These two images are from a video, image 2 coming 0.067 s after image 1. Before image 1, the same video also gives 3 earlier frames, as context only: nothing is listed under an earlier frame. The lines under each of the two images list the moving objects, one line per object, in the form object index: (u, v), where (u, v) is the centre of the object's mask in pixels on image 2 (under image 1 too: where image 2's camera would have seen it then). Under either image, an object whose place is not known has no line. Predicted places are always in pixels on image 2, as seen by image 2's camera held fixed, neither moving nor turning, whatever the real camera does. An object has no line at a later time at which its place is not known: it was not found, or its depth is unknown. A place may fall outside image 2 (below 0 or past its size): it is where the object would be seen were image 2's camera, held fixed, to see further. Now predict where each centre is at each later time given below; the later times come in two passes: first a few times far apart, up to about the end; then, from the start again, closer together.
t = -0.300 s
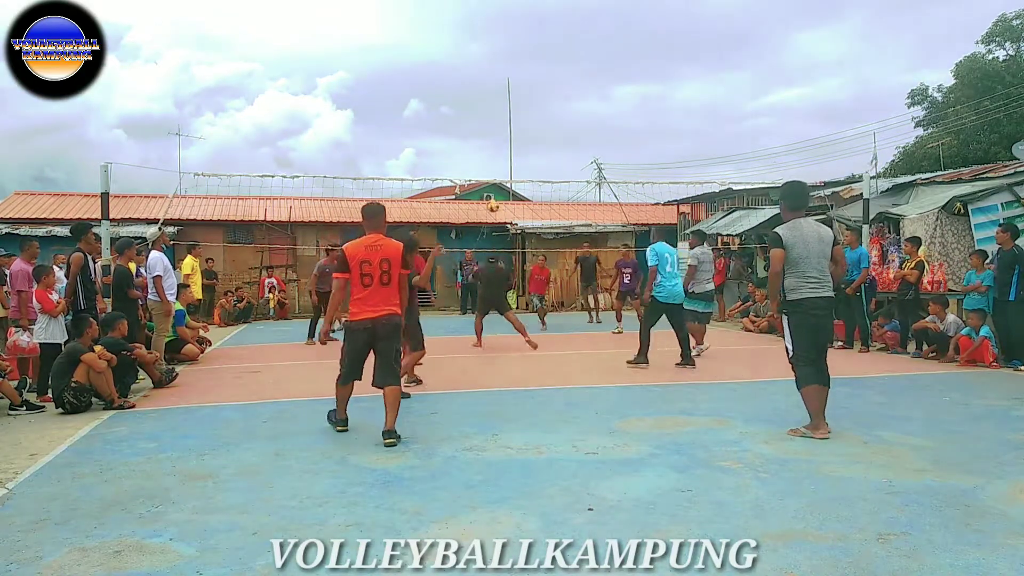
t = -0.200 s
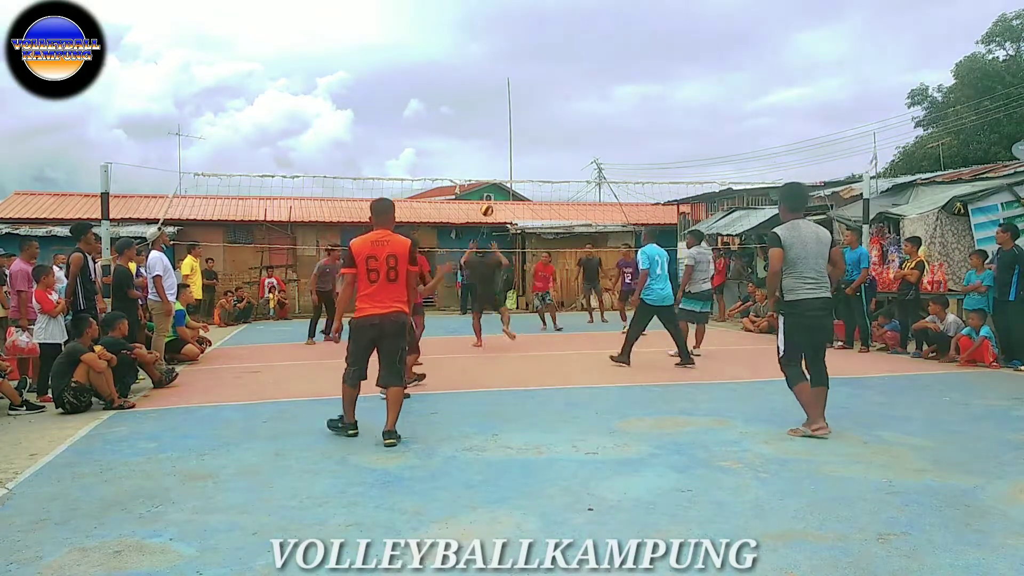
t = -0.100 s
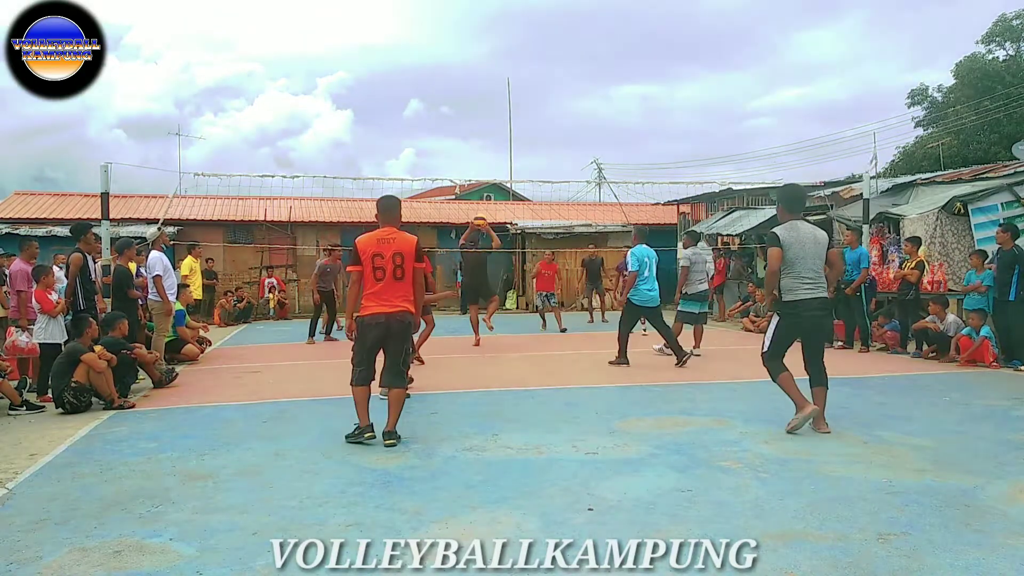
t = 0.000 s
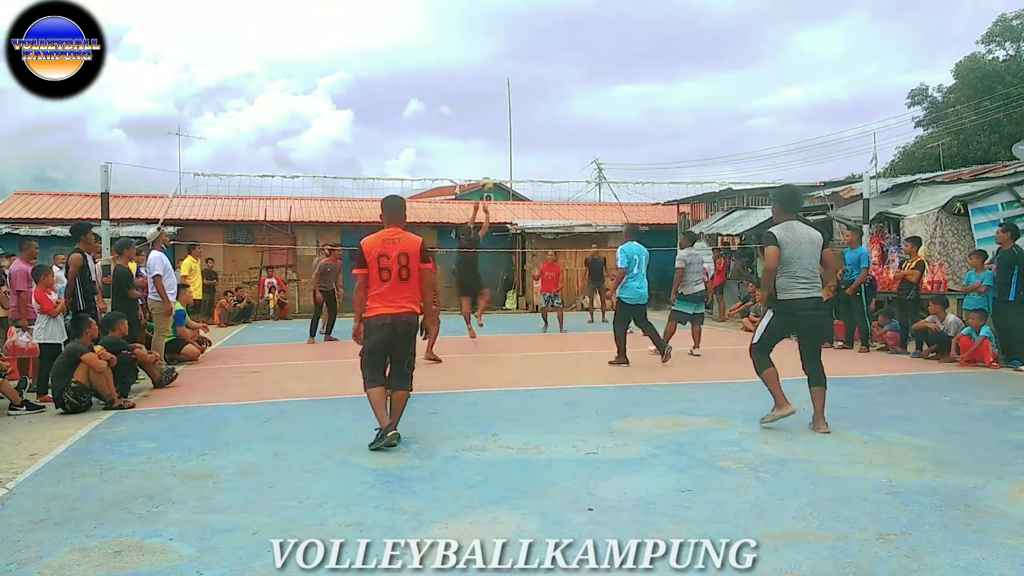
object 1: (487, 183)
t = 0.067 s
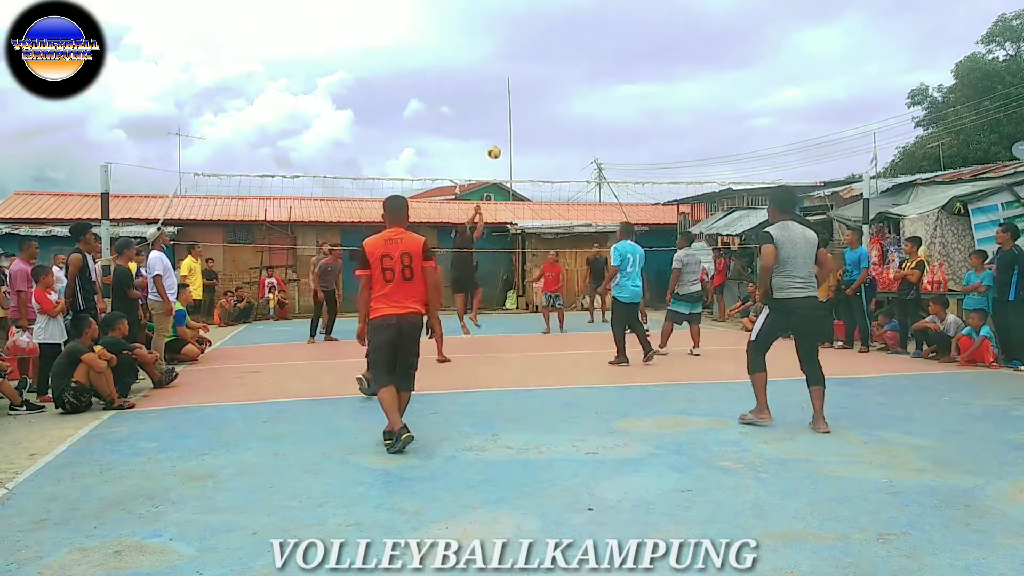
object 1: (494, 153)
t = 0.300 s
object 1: (518, 68)
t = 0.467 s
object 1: (534, 32)
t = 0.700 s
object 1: (556, 12)
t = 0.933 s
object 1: (576, 25)
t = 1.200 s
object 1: (597, 79)
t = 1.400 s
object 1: (609, 145)
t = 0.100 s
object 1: (497, 138)
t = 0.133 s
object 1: (501, 125)
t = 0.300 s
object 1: (518, 68)
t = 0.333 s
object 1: (521, 60)
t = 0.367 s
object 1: (524, 51)
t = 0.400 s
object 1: (528, 44)
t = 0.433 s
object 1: (531, 37)
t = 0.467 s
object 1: (534, 32)
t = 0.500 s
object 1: (537, 27)
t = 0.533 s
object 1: (540, 22)
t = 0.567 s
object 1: (543, 19)
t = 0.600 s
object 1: (546, 16)
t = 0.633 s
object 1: (550, 14)
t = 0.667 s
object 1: (553, 13)
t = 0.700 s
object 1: (556, 12)
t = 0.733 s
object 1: (559, 12)
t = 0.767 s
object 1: (562, 13)
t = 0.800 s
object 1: (564, 13)
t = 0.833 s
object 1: (567, 15)
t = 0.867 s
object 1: (570, 18)
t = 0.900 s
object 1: (573, 21)
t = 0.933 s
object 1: (576, 25)
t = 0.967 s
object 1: (579, 30)
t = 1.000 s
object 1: (582, 35)
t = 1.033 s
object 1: (584, 41)
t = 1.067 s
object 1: (587, 48)
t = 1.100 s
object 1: (589, 54)
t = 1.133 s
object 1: (592, 62)
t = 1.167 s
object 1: (594, 70)
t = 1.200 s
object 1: (597, 79)
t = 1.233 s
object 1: (599, 89)
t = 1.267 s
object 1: (601, 99)
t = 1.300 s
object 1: (603, 110)
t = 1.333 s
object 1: (606, 121)
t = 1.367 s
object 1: (608, 133)
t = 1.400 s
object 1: (609, 145)
